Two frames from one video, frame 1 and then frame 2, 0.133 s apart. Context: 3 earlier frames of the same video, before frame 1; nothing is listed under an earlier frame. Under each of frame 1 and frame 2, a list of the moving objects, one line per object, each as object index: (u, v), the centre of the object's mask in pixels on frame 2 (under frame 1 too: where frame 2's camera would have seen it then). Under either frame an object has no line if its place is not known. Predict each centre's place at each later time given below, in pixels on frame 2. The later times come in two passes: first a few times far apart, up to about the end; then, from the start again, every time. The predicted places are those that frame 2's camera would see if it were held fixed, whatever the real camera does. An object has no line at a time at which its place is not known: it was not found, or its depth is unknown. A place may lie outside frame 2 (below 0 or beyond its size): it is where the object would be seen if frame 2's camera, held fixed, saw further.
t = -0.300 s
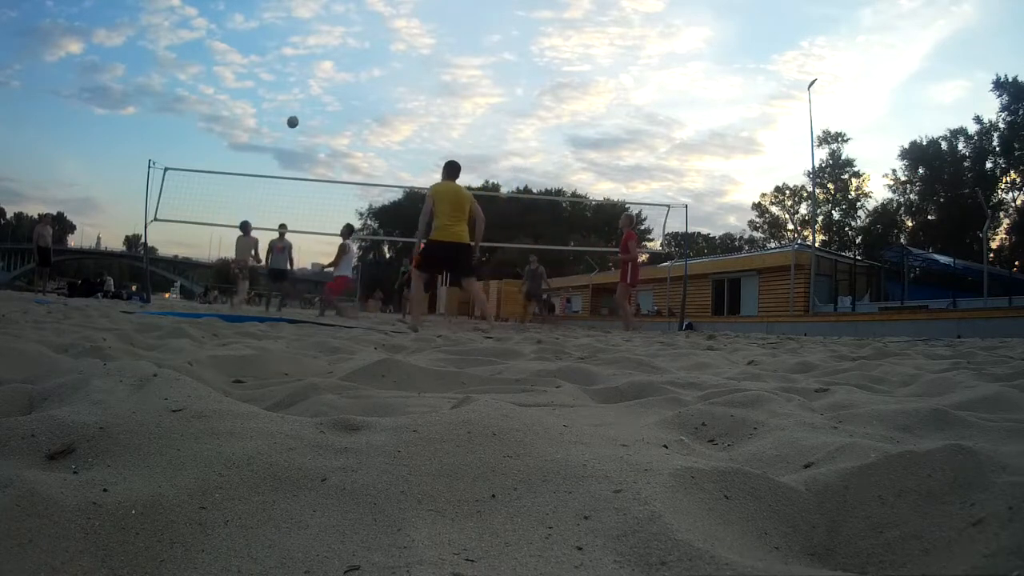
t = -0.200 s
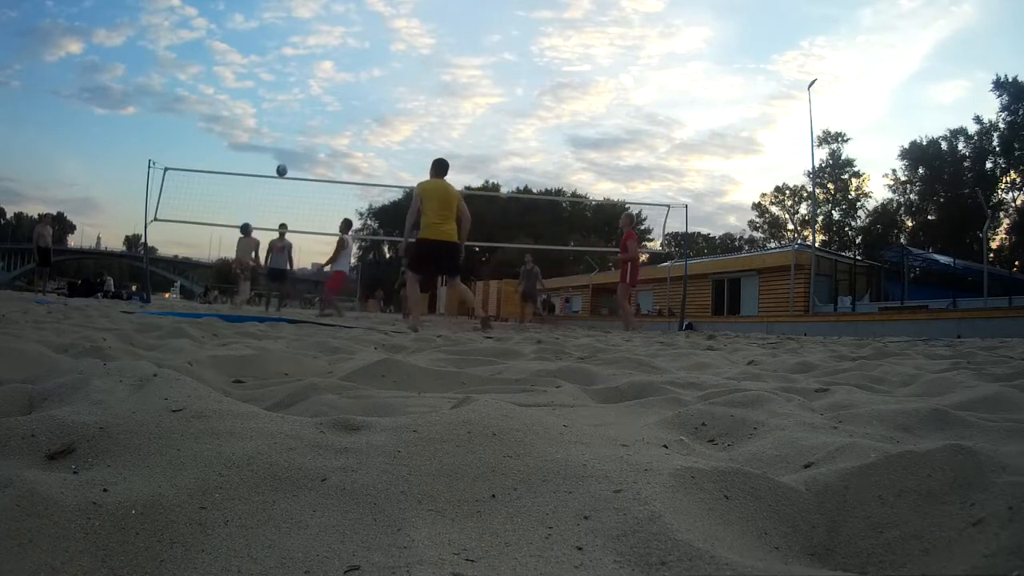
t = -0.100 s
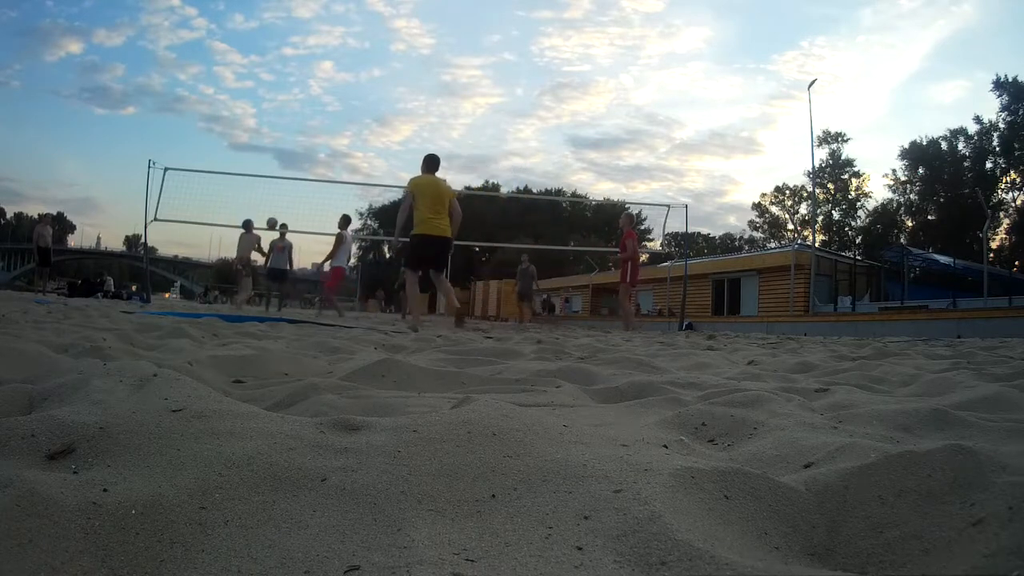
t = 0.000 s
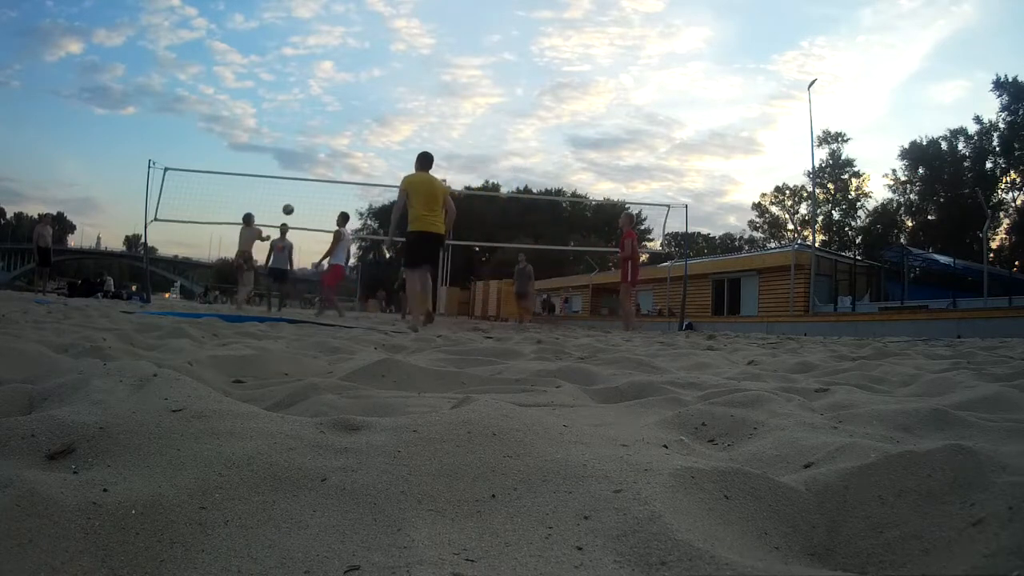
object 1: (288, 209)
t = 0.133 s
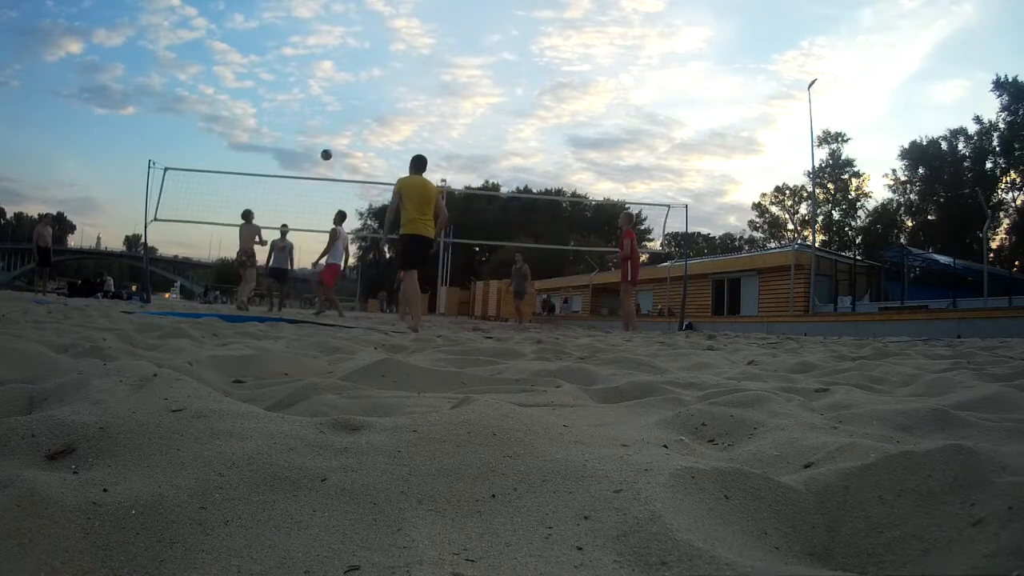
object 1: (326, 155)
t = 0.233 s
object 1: (353, 122)
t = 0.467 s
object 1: (413, 69)
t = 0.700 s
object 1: (466, 49)
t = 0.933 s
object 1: (515, 56)
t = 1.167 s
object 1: (561, 91)
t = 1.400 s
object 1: (603, 156)
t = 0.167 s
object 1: (335, 143)
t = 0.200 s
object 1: (344, 132)
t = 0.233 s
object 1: (353, 122)
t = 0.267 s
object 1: (362, 112)
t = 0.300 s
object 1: (371, 104)
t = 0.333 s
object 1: (380, 95)
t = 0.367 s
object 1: (388, 88)
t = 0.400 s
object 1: (396, 81)
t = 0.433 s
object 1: (405, 75)
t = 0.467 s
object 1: (413, 69)
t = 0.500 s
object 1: (421, 65)
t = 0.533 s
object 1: (428, 60)
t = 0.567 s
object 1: (436, 57)
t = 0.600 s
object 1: (444, 54)
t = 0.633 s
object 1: (451, 52)
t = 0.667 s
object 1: (459, 50)
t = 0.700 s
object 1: (466, 49)
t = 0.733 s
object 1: (474, 48)
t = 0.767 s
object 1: (481, 48)
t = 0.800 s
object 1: (488, 49)
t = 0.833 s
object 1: (495, 50)
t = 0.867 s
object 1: (502, 51)
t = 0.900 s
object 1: (509, 53)
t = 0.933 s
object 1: (515, 56)
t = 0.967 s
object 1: (522, 59)
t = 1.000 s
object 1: (529, 63)
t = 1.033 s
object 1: (535, 68)
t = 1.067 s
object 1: (542, 73)
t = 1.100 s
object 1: (548, 78)
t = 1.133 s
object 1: (555, 84)
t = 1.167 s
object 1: (561, 91)
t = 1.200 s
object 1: (567, 99)
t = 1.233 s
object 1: (574, 107)
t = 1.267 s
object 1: (580, 115)
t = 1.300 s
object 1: (586, 124)
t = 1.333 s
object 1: (592, 134)
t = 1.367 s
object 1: (597, 144)
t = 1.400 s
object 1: (603, 156)
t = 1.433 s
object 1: (609, 167)
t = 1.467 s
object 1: (615, 179)
